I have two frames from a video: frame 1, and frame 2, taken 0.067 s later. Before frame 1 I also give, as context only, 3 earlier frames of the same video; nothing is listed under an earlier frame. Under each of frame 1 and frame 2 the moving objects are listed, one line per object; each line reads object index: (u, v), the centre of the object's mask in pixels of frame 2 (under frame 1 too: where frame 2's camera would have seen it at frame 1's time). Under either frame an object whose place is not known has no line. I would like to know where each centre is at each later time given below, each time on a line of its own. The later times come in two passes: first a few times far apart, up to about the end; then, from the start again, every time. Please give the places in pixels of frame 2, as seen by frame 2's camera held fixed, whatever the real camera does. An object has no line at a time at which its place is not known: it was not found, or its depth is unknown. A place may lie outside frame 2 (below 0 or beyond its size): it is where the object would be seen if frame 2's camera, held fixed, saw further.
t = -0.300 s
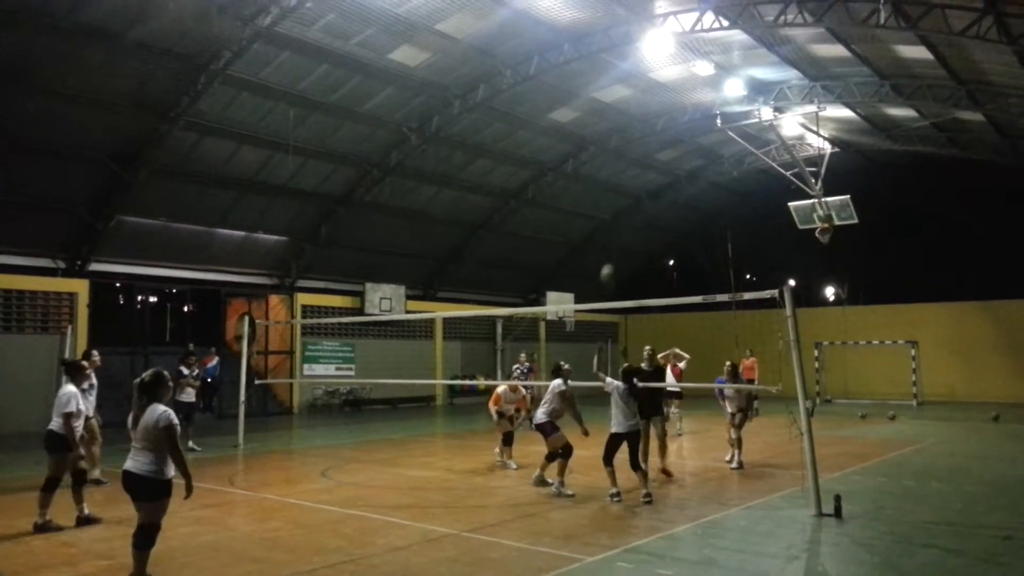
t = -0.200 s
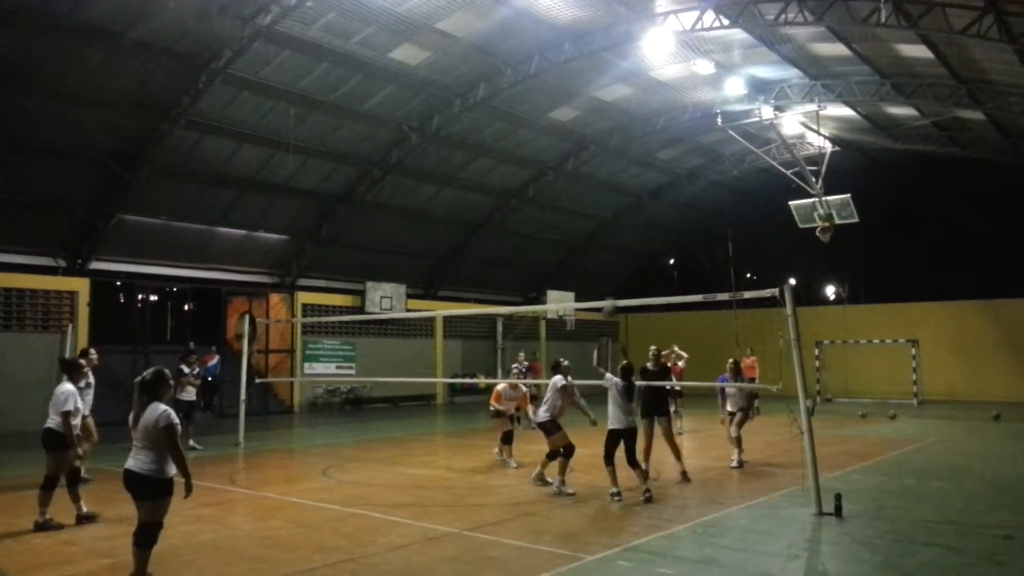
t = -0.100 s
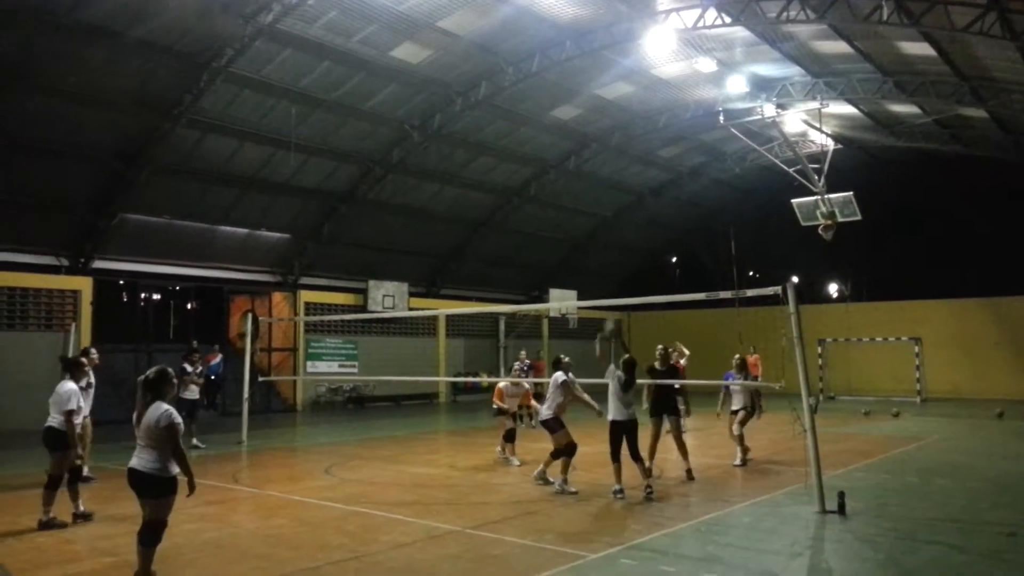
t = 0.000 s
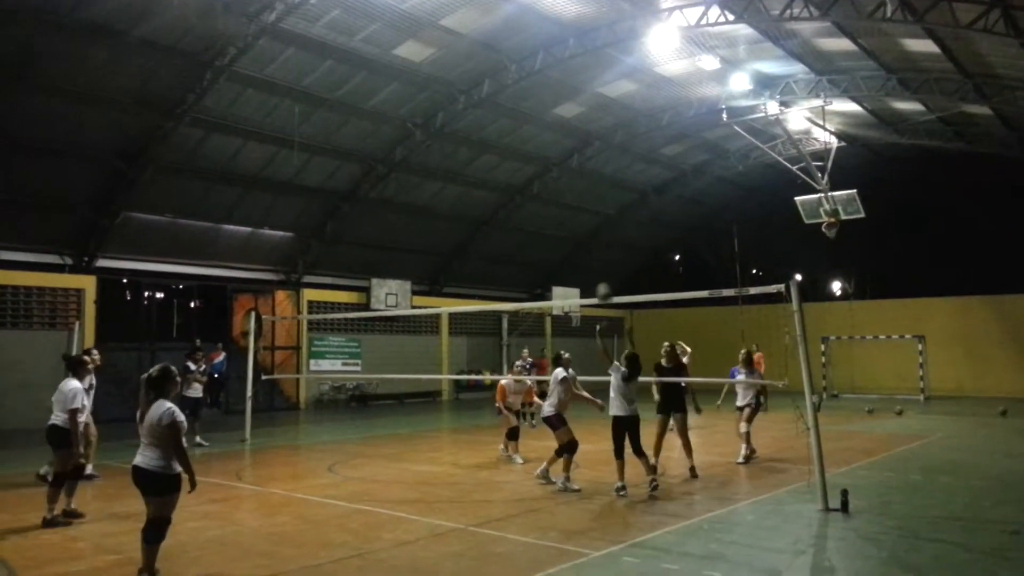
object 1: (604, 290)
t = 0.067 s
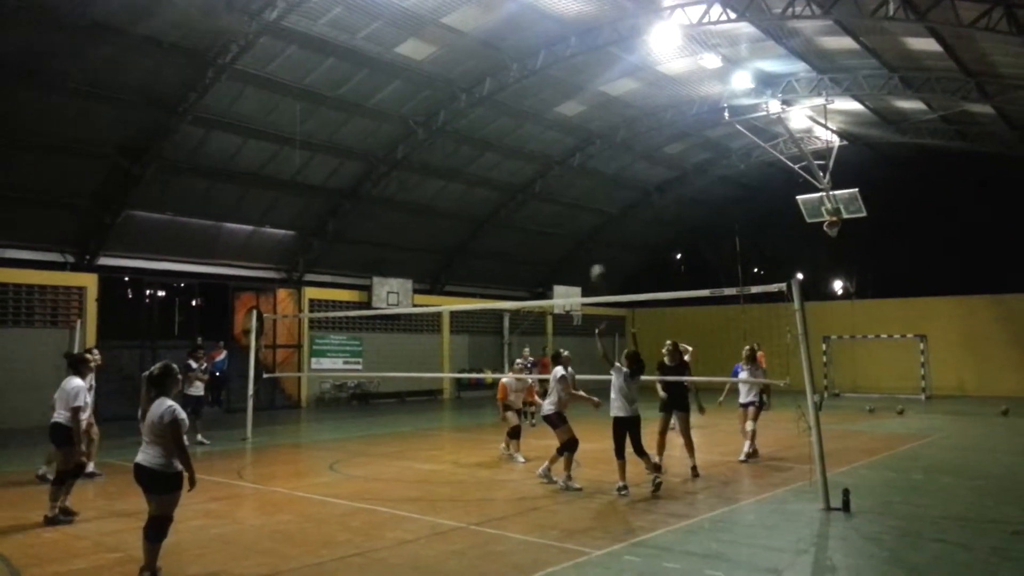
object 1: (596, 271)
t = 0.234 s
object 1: (580, 241)
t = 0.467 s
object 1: (557, 240)
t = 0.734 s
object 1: (533, 287)
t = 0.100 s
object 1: (593, 264)
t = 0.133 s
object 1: (590, 257)
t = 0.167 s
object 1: (587, 250)
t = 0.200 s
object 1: (583, 246)
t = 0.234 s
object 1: (580, 241)
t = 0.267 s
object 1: (576, 239)
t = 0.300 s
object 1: (573, 238)
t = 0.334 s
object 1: (570, 236)
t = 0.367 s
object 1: (567, 236)
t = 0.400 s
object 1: (565, 237)
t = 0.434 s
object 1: (560, 238)
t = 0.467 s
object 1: (557, 240)
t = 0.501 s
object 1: (554, 243)
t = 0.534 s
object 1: (551, 247)
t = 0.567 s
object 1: (547, 251)
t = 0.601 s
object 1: (544, 257)
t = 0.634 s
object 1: (541, 263)
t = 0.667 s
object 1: (538, 271)
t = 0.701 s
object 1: (535, 280)
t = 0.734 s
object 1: (533, 287)
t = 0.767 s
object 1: (530, 298)
